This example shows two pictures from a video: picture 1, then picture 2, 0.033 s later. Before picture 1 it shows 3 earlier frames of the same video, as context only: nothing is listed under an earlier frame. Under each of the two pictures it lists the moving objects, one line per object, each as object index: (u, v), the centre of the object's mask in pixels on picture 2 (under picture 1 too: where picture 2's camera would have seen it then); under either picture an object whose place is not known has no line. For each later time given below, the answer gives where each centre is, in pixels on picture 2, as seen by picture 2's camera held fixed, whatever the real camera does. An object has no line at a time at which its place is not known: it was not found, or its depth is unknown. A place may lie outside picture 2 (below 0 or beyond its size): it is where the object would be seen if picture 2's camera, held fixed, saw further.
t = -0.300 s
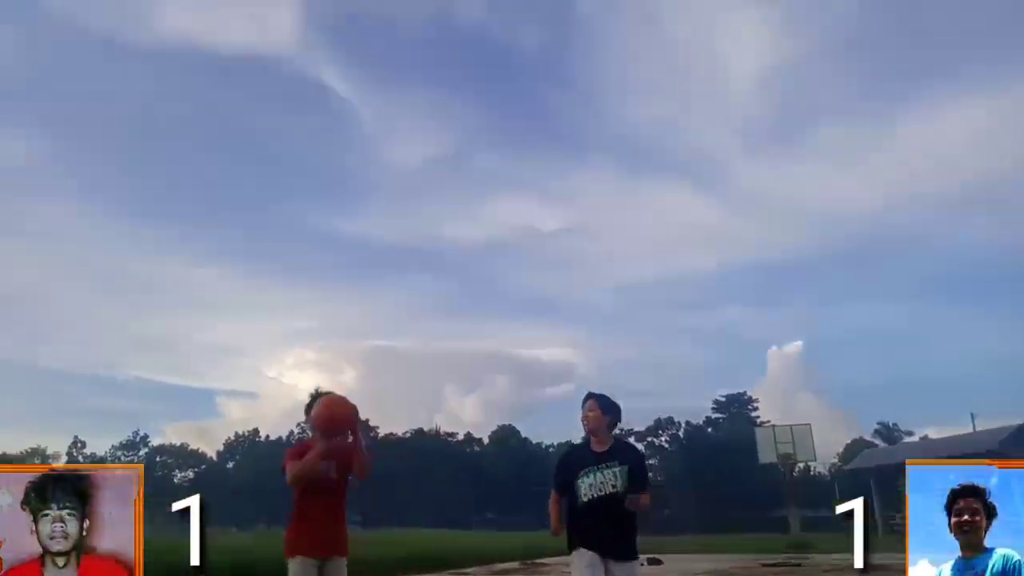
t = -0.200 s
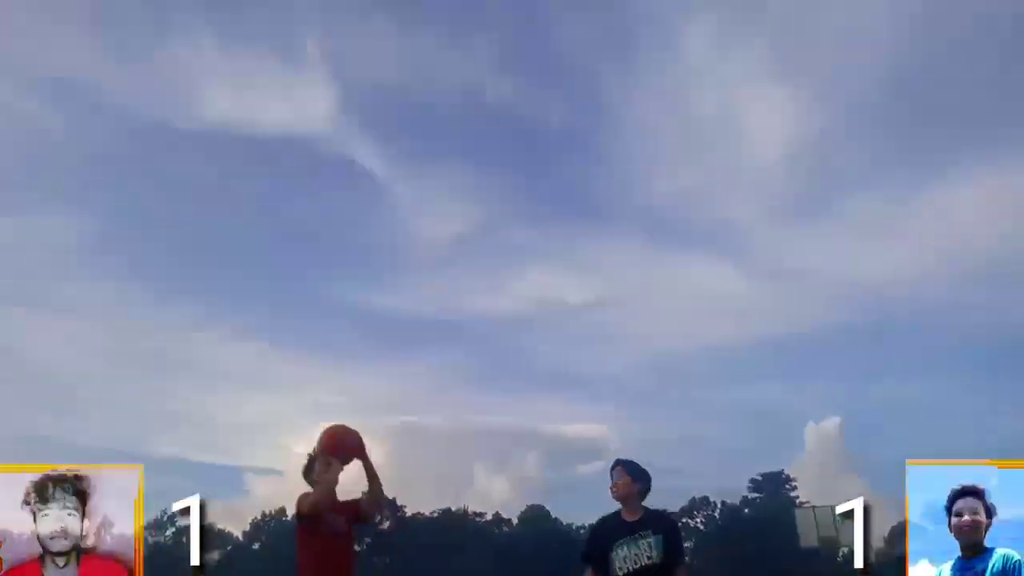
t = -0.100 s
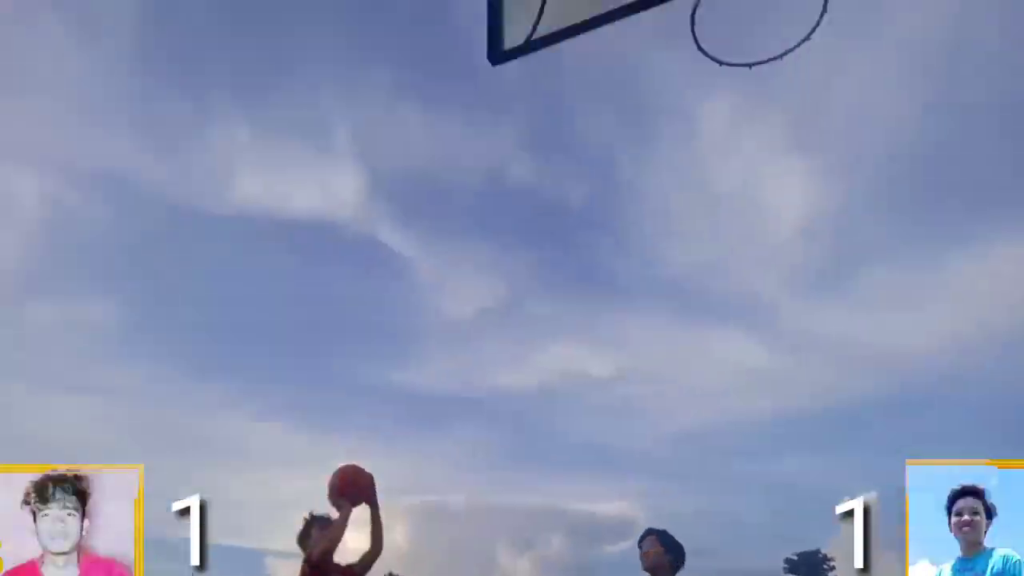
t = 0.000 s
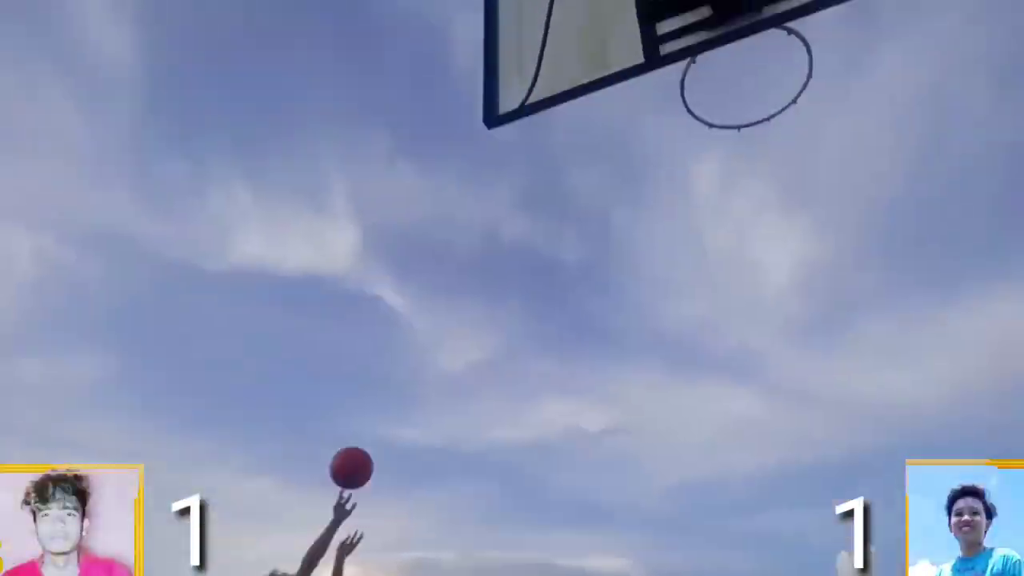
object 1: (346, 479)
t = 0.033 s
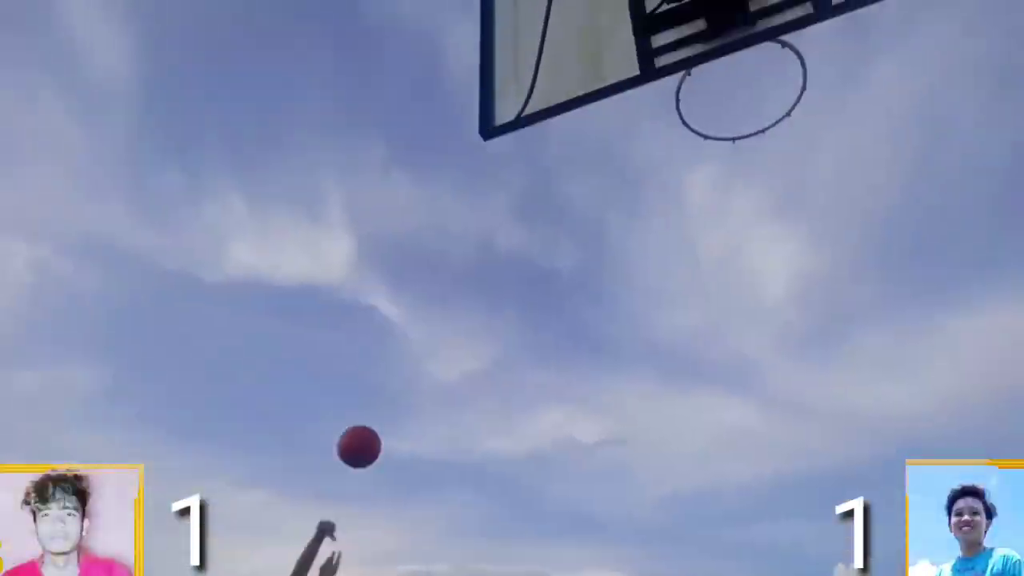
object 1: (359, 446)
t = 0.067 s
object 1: (371, 414)
